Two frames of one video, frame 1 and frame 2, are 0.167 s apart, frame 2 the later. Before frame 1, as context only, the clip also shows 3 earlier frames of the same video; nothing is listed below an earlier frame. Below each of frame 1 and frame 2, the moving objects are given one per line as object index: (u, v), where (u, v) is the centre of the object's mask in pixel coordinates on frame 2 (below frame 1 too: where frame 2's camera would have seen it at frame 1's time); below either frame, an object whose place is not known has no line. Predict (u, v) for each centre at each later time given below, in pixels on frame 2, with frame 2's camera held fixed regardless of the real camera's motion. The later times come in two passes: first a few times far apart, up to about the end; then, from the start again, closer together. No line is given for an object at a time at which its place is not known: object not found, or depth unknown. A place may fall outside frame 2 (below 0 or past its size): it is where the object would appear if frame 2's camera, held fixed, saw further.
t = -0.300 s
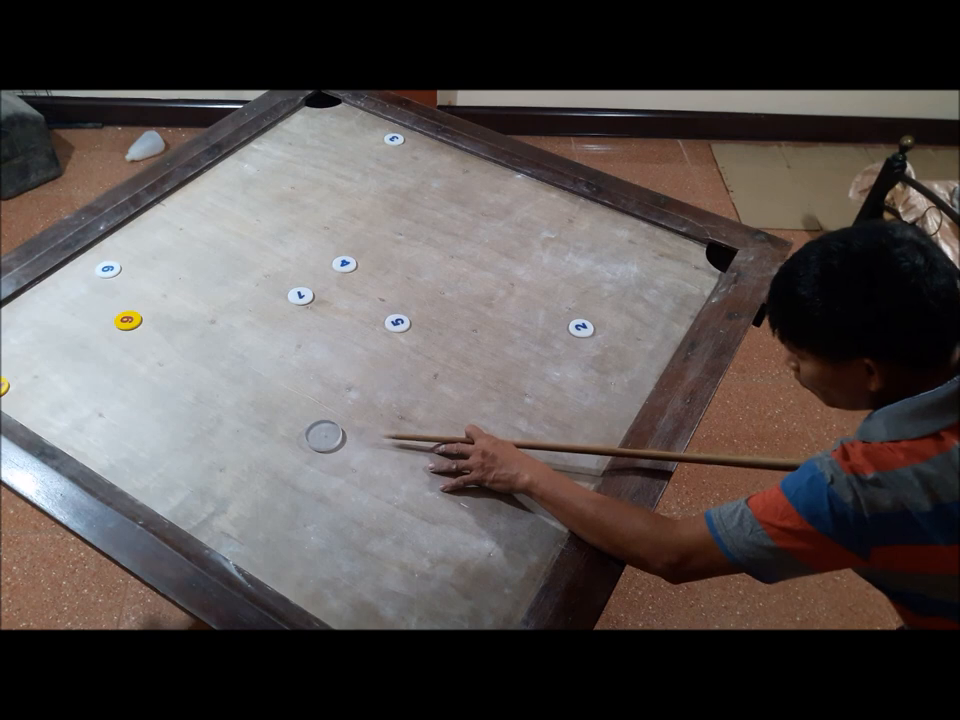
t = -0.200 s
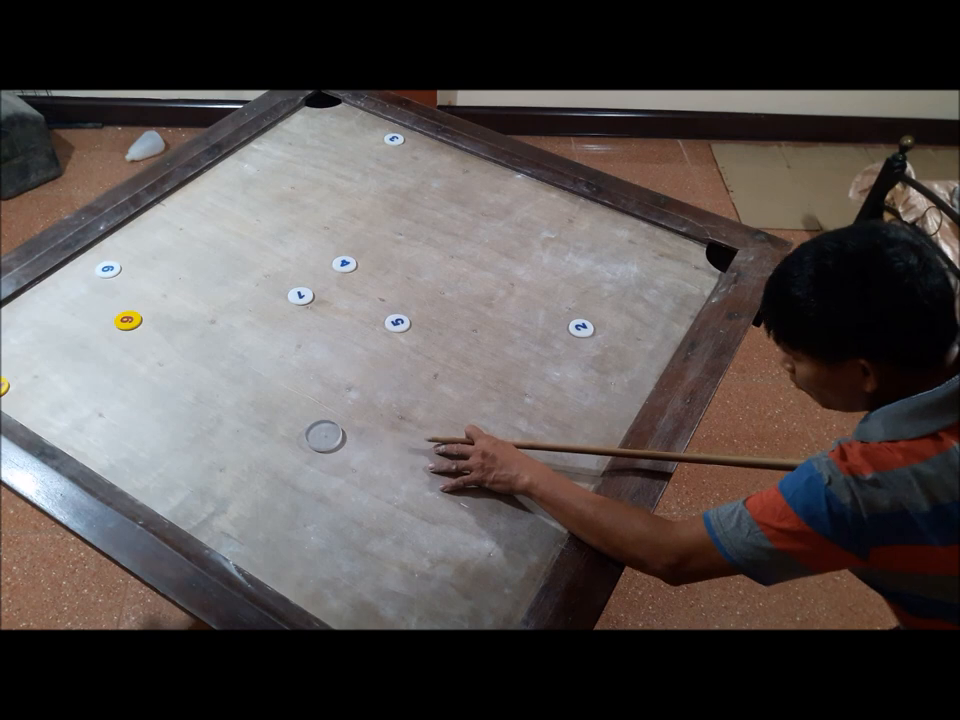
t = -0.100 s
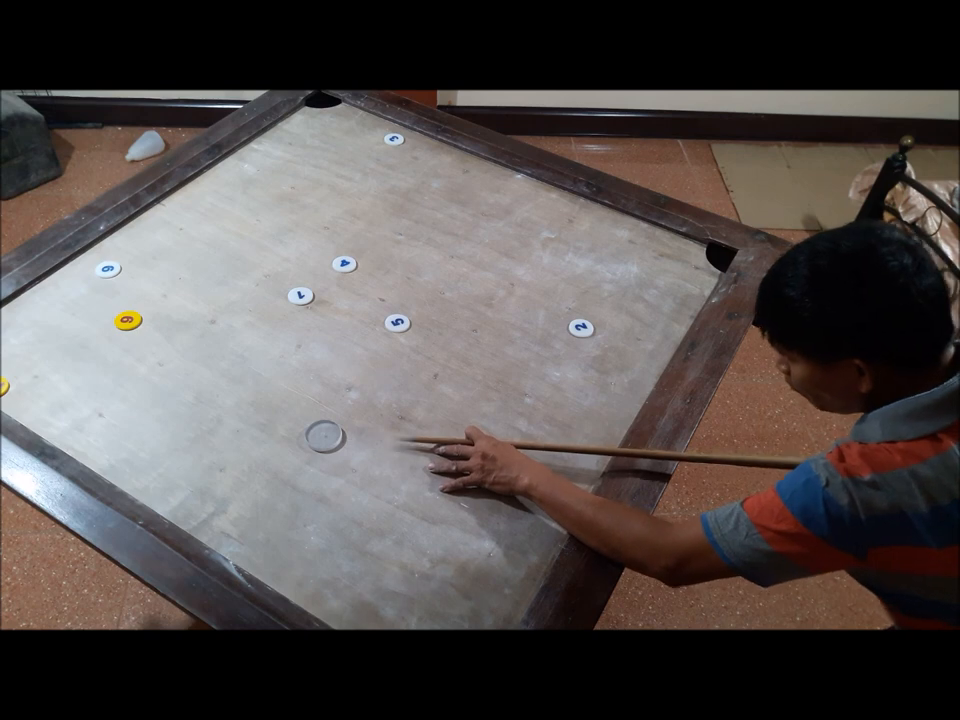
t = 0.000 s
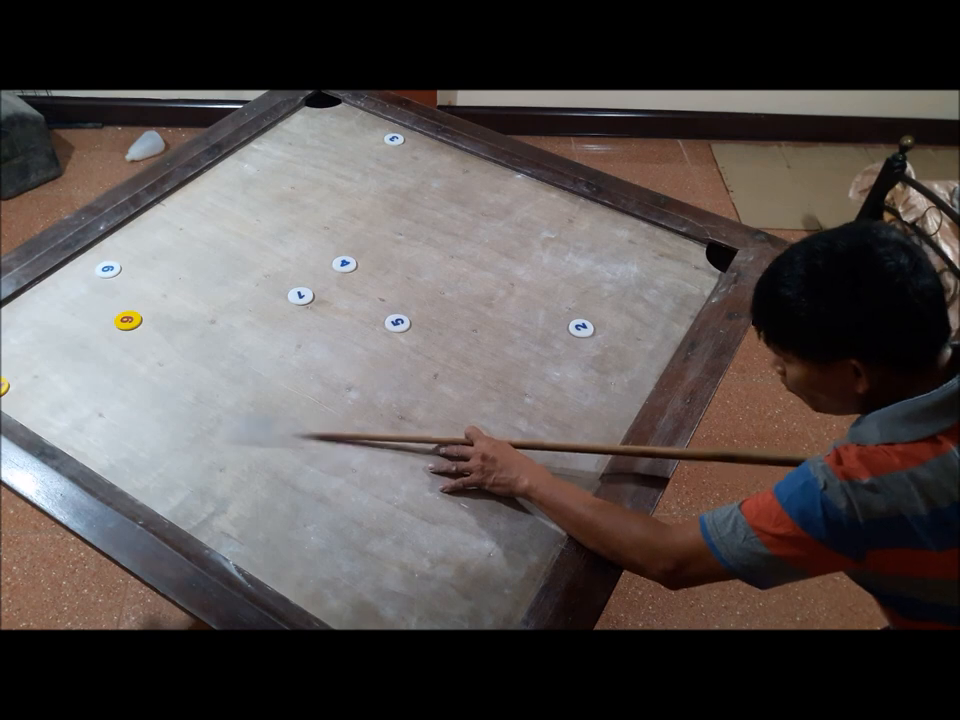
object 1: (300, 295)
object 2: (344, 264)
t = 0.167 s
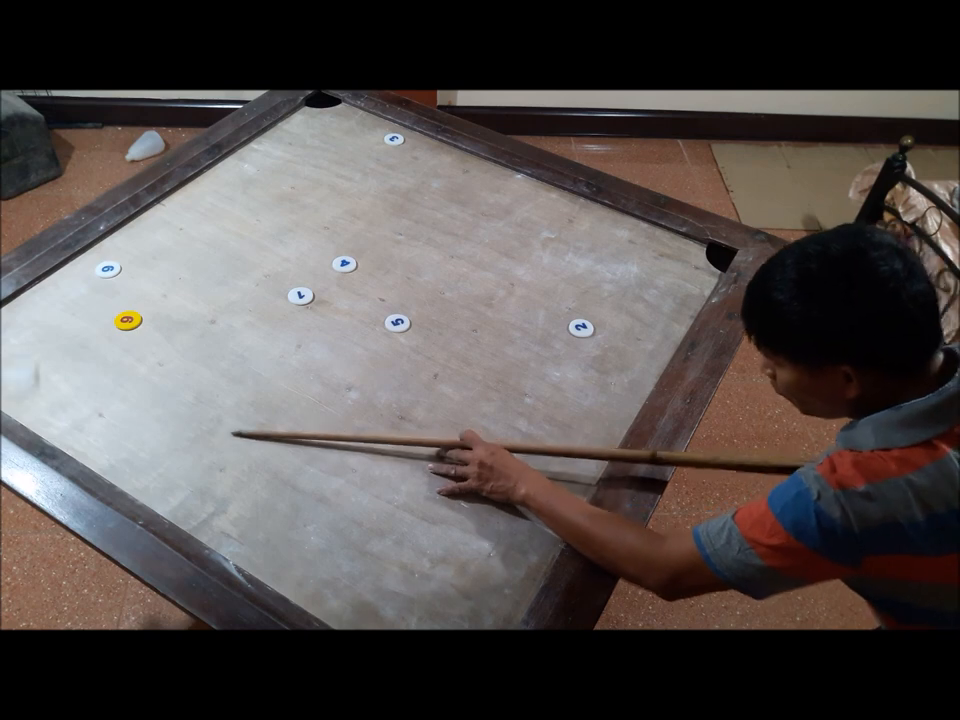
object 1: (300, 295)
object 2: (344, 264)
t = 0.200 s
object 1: (300, 295)
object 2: (344, 264)
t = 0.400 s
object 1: (300, 295)
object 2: (344, 264)
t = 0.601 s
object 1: (300, 295)
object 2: (344, 264)
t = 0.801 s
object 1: (302, 297)
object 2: (344, 264)
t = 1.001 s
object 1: (333, 319)
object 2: (371, 249)
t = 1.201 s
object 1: (348, 329)
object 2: (412, 225)
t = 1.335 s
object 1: (352, 332)
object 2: (432, 215)
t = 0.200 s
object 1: (300, 295)
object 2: (344, 264)
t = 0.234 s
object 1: (300, 295)
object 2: (344, 264)
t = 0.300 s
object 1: (300, 295)
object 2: (344, 264)
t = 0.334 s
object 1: (300, 295)
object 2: (344, 264)
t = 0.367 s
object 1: (300, 295)
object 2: (344, 264)
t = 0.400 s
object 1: (300, 295)
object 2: (344, 264)
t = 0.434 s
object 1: (300, 295)
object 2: (344, 264)
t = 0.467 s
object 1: (300, 295)
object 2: (344, 264)
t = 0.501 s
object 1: (300, 295)
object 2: (344, 264)
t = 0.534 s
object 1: (300, 295)
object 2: (344, 264)
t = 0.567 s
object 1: (300, 295)
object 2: (344, 264)
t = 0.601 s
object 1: (300, 295)
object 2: (344, 264)
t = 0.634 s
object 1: (300, 295)
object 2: (344, 264)
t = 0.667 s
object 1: (300, 295)
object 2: (344, 264)
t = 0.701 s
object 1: (300, 295)
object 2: (344, 264)
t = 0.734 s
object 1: (300, 295)
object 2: (344, 264)
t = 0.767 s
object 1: (300, 295)
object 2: (344, 264)
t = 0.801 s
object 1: (302, 297)
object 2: (344, 264)
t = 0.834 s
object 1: (308, 300)
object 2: (344, 264)
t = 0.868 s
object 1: (314, 305)
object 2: (344, 264)
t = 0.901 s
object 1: (319, 309)
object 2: (344, 264)
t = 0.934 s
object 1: (324, 312)
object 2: (352, 259)
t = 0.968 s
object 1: (329, 315)
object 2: (362, 254)
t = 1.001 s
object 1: (333, 319)
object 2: (371, 249)
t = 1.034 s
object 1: (337, 321)
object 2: (379, 244)
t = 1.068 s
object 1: (340, 323)
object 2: (387, 240)
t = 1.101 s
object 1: (343, 325)
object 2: (394, 236)
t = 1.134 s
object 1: (345, 327)
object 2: (401, 232)
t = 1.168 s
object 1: (347, 328)
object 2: (407, 229)
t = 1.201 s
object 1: (348, 329)
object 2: (412, 225)
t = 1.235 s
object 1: (350, 330)
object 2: (418, 223)
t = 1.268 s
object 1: (351, 331)
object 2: (423, 220)
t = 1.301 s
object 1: (352, 332)
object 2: (427, 217)
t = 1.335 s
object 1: (352, 332)
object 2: (432, 215)
